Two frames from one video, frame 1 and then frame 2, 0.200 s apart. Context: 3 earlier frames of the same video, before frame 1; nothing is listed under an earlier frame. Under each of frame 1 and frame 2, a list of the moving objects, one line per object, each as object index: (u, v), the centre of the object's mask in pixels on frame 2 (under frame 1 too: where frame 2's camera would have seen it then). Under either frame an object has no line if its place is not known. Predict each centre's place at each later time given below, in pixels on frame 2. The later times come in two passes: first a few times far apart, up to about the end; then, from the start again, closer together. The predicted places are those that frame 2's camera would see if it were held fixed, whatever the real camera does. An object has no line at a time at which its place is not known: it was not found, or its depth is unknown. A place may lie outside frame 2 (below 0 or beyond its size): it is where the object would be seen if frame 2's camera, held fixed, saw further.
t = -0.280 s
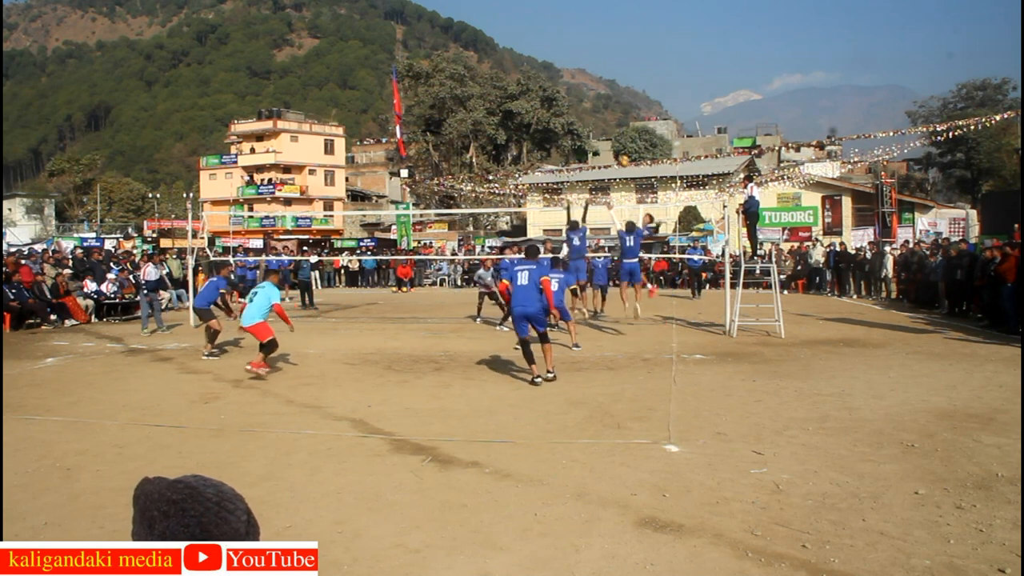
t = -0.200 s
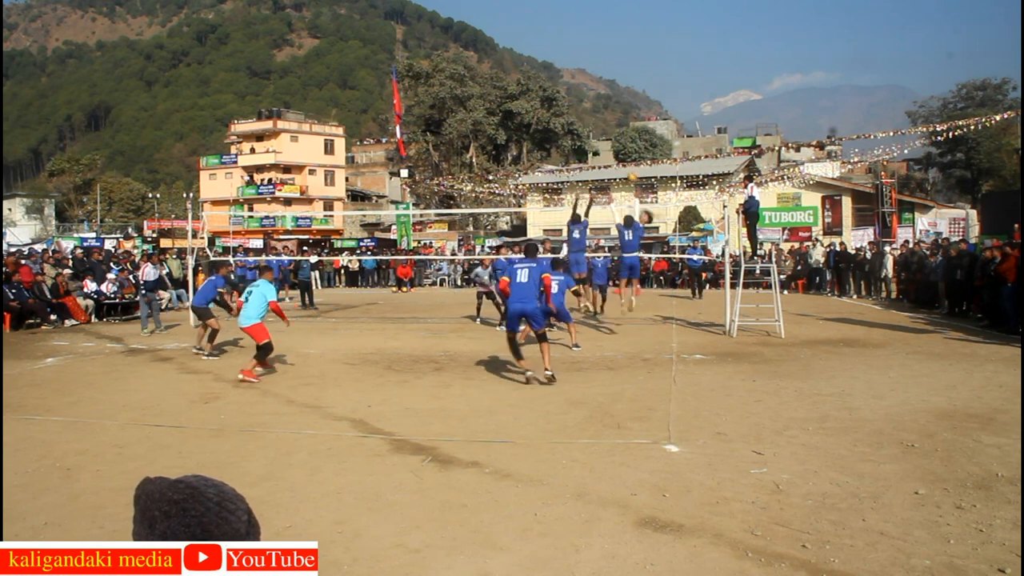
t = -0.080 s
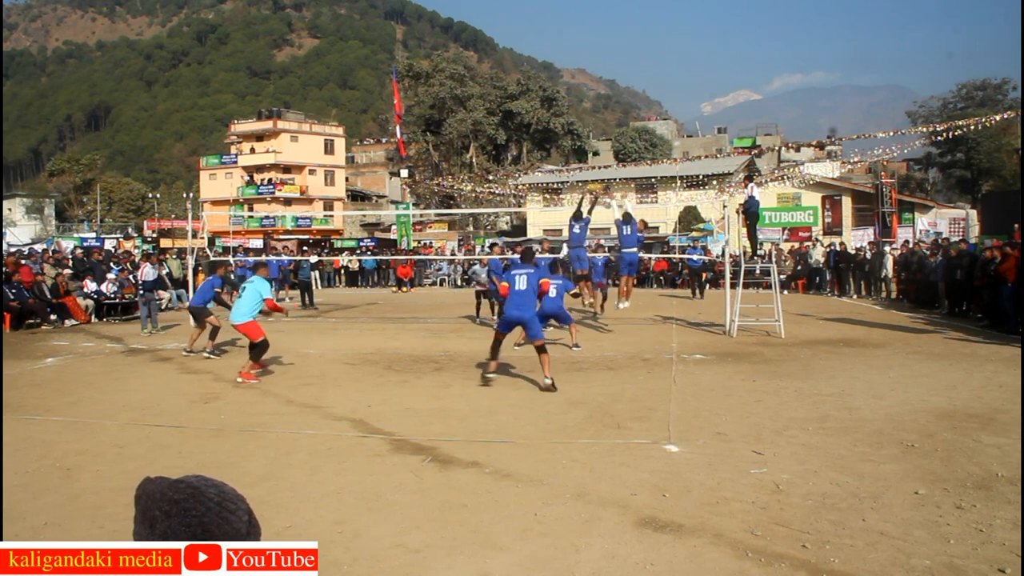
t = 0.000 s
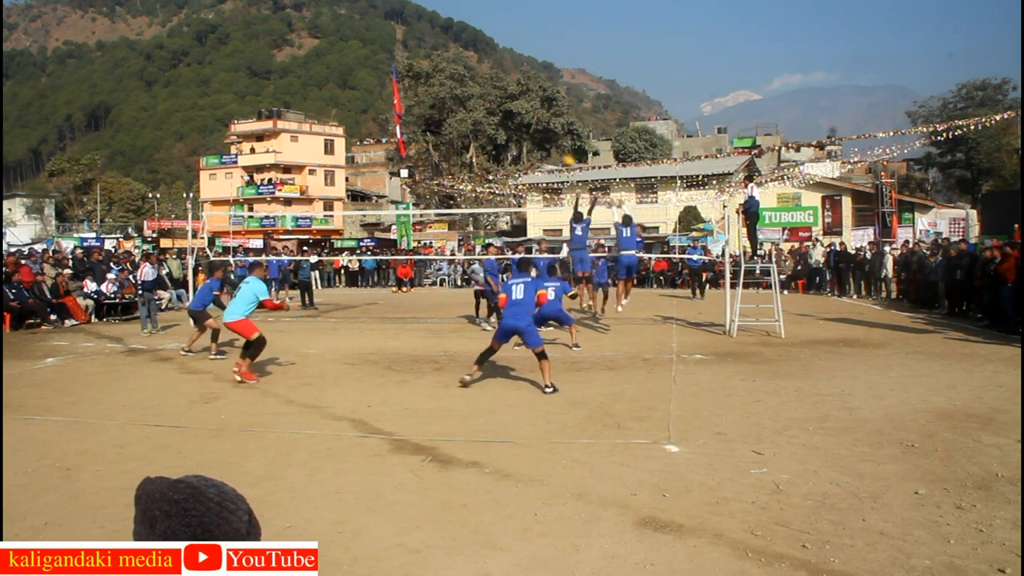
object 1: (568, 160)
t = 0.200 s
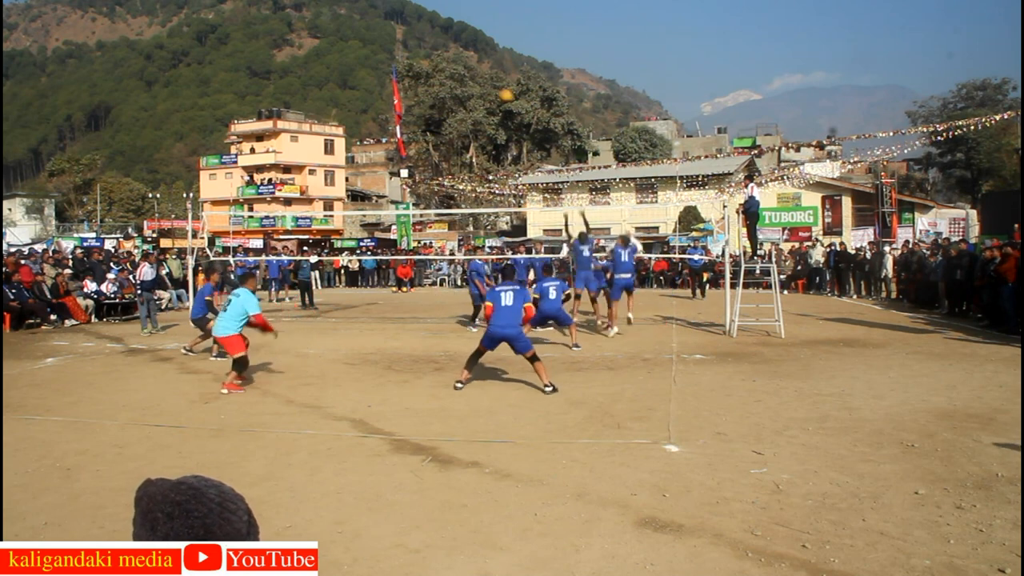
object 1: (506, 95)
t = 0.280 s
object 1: (477, 74)
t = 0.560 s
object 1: (360, 30)
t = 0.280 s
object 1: (477, 74)
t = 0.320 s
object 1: (462, 64)
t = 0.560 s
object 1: (360, 30)
